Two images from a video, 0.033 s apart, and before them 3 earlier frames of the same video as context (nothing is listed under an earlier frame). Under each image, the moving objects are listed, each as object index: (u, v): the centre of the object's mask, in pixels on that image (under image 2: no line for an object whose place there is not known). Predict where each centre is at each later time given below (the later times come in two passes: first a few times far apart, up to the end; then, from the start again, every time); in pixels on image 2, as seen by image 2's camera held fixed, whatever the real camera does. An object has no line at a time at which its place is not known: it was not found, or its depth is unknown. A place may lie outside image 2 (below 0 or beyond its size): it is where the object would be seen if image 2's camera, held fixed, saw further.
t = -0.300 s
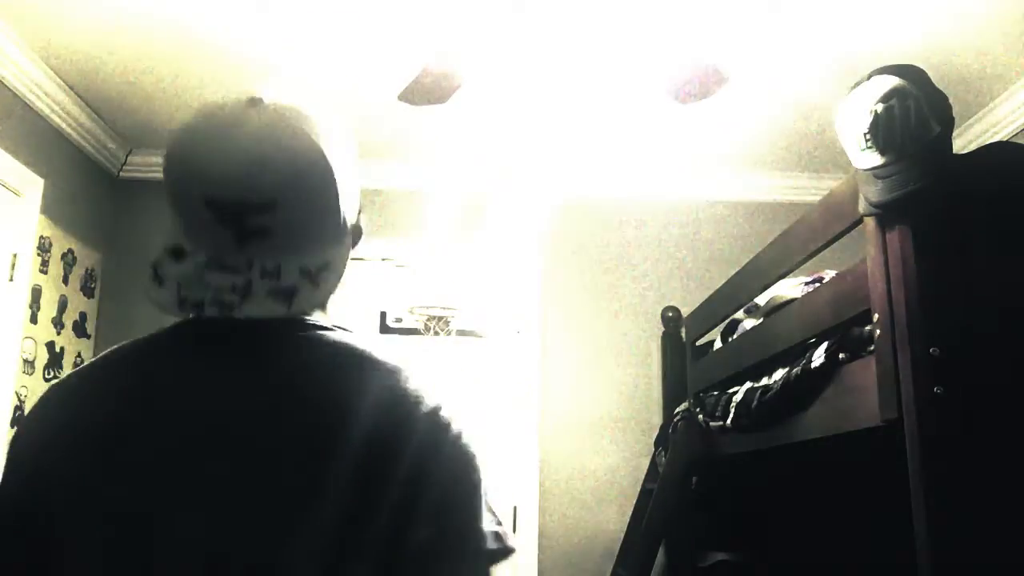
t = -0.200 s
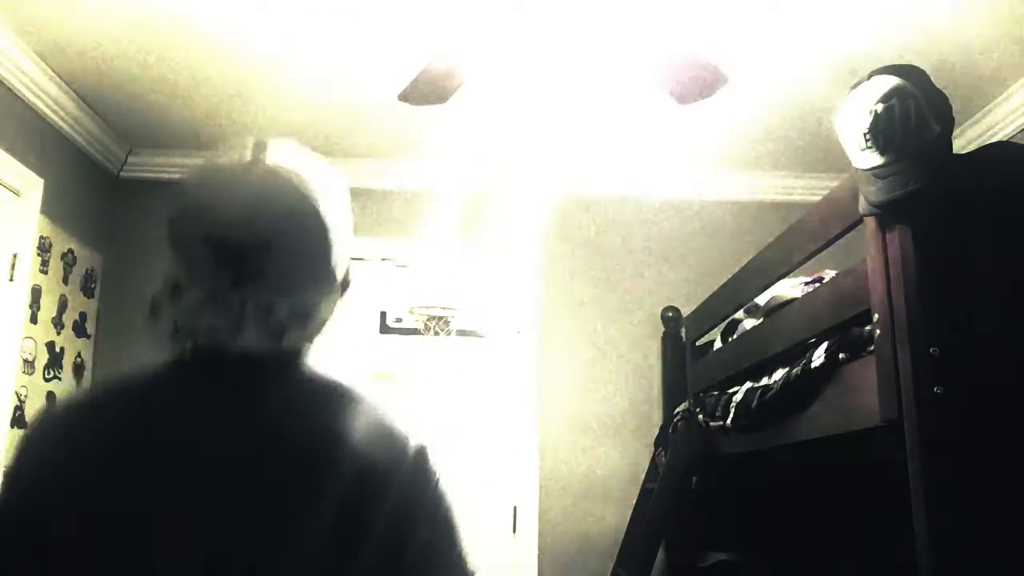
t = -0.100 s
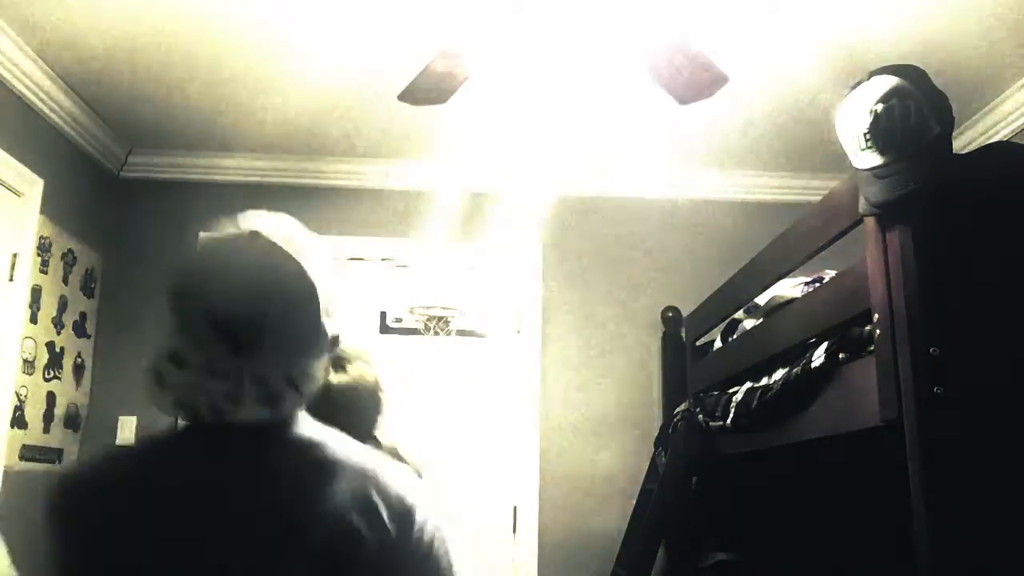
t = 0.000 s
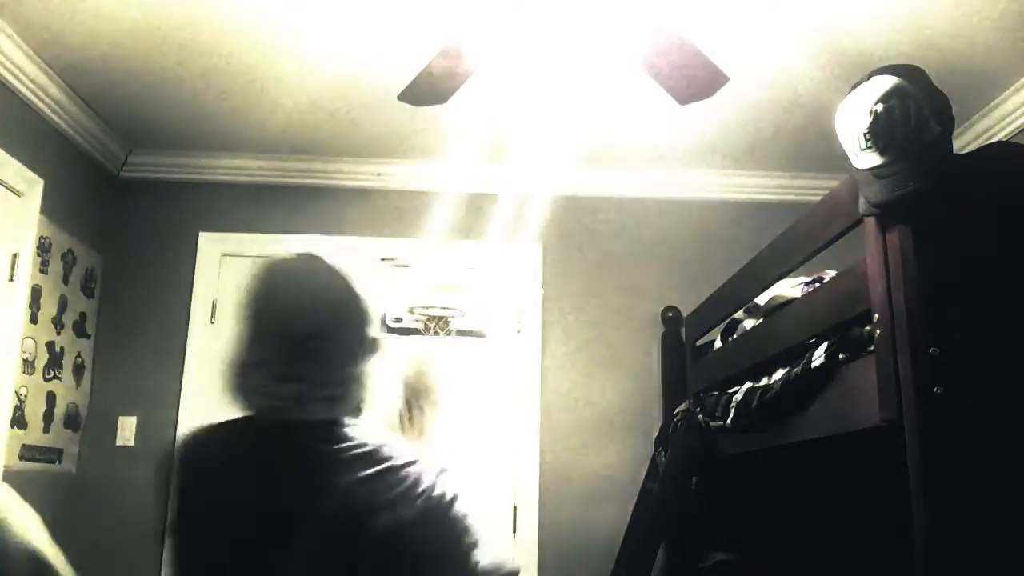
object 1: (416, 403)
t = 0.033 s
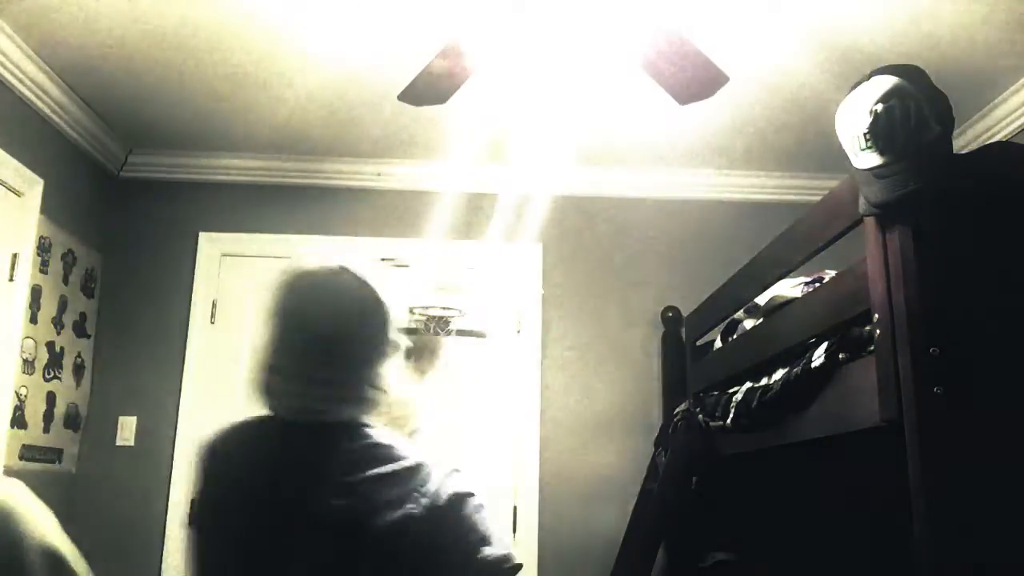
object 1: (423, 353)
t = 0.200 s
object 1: (430, 191)
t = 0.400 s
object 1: (436, 123)
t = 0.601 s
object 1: (435, 162)
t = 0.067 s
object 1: (431, 301)
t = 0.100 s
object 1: (428, 272)
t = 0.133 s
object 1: (428, 236)
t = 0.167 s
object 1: (429, 211)
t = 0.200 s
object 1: (430, 191)
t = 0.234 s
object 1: (431, 167)
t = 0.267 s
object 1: (433, 152)
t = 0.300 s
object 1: (434, 141)
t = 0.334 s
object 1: (435, 132)
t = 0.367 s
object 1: (436, 126)
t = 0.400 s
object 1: (436, 123)
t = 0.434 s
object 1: (436, 123)
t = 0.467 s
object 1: (436, 125)
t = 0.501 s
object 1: (437, 130)
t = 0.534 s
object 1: (437, 139)
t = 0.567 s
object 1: (436, 149)
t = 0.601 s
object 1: (435, 162)
